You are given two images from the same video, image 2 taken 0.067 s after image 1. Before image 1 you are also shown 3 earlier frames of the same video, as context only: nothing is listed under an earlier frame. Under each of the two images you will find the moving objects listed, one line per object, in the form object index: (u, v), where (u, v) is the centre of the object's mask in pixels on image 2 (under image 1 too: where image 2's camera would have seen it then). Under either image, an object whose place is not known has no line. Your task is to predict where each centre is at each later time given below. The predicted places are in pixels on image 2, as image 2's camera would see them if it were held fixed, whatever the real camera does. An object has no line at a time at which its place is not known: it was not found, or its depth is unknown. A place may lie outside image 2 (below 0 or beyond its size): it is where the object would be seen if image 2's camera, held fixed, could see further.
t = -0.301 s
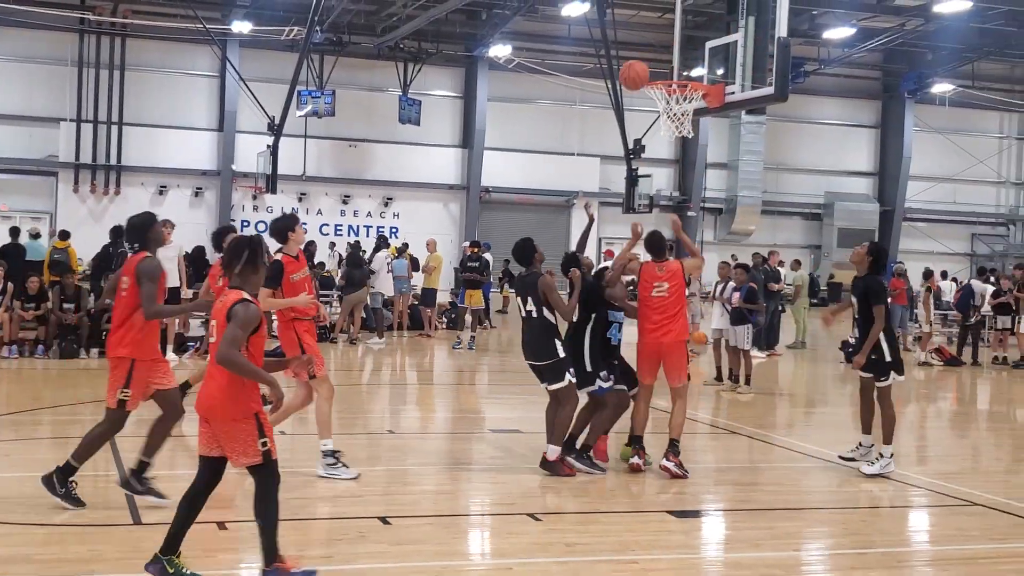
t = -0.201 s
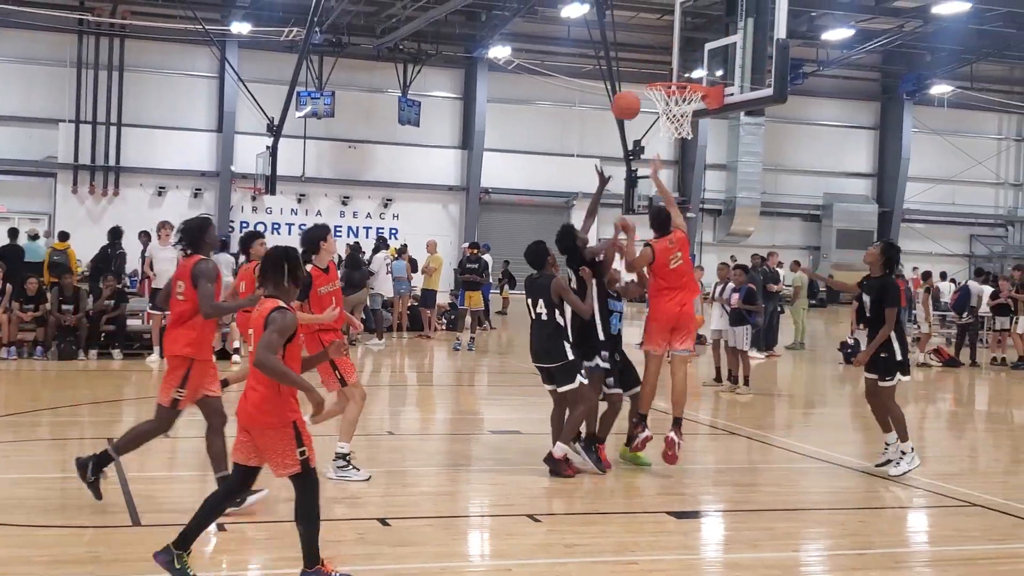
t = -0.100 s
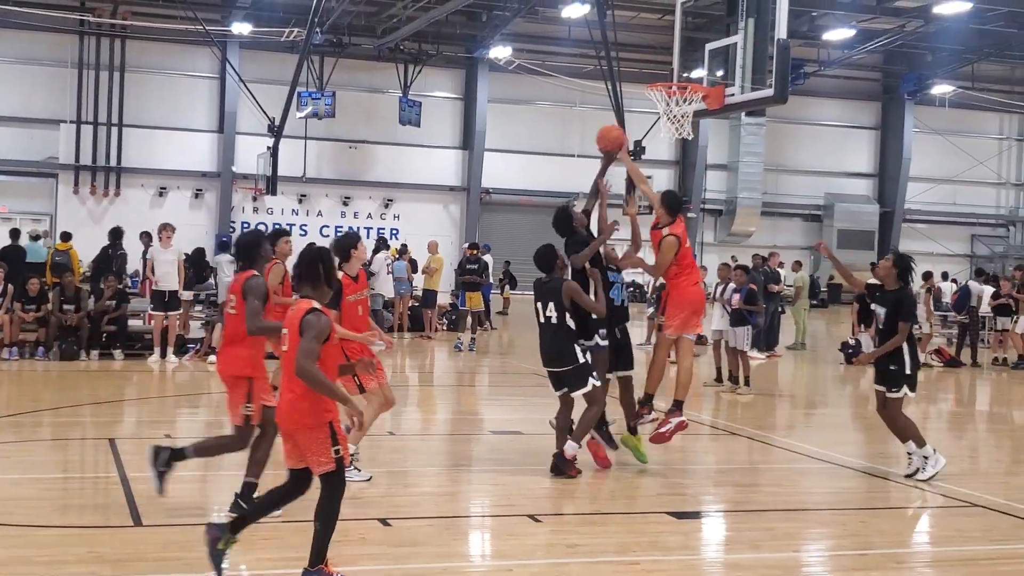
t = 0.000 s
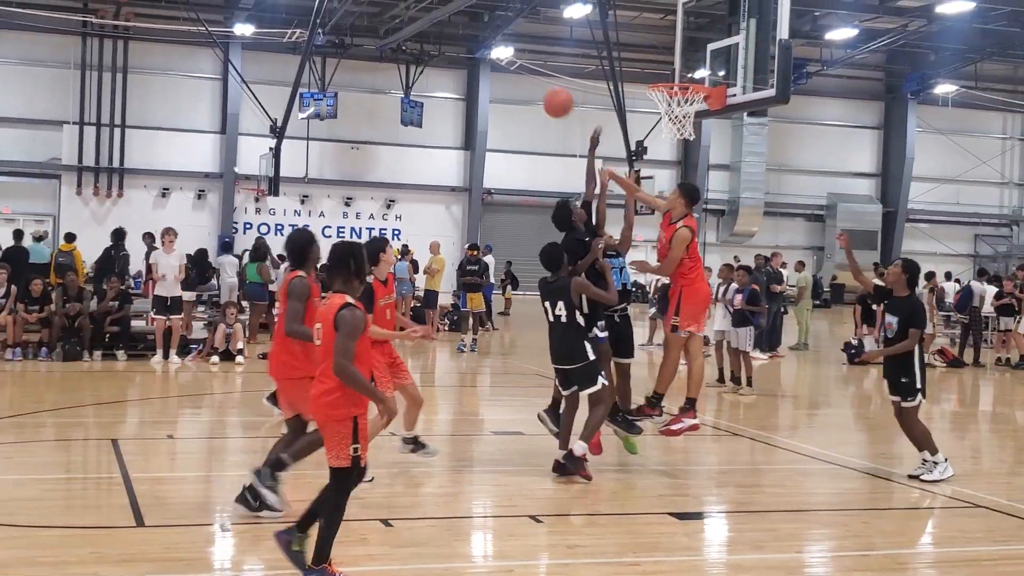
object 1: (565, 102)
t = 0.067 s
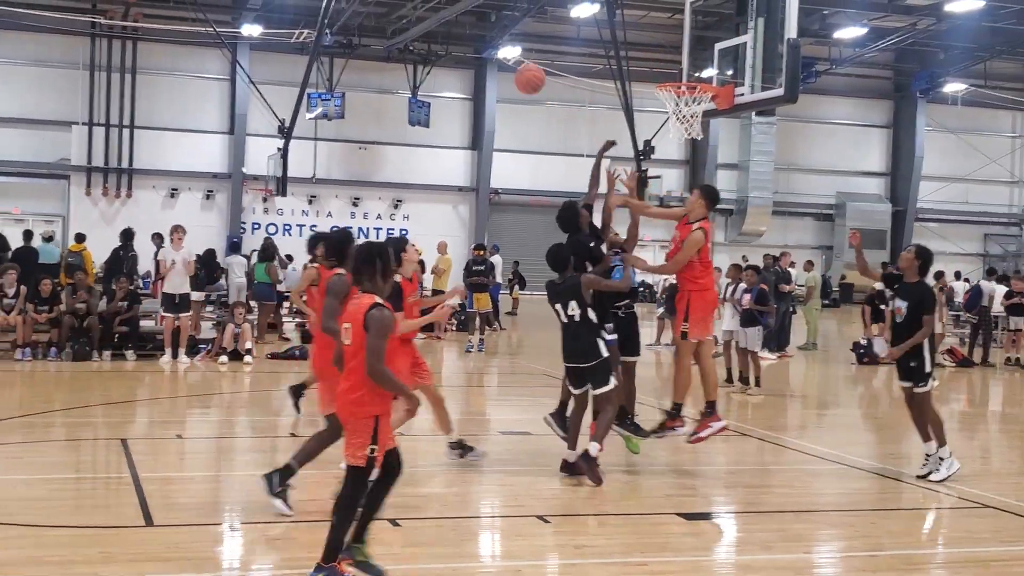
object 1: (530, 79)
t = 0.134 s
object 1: (493, 61)
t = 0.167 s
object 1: (475, 54)
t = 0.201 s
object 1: (455, 49)
